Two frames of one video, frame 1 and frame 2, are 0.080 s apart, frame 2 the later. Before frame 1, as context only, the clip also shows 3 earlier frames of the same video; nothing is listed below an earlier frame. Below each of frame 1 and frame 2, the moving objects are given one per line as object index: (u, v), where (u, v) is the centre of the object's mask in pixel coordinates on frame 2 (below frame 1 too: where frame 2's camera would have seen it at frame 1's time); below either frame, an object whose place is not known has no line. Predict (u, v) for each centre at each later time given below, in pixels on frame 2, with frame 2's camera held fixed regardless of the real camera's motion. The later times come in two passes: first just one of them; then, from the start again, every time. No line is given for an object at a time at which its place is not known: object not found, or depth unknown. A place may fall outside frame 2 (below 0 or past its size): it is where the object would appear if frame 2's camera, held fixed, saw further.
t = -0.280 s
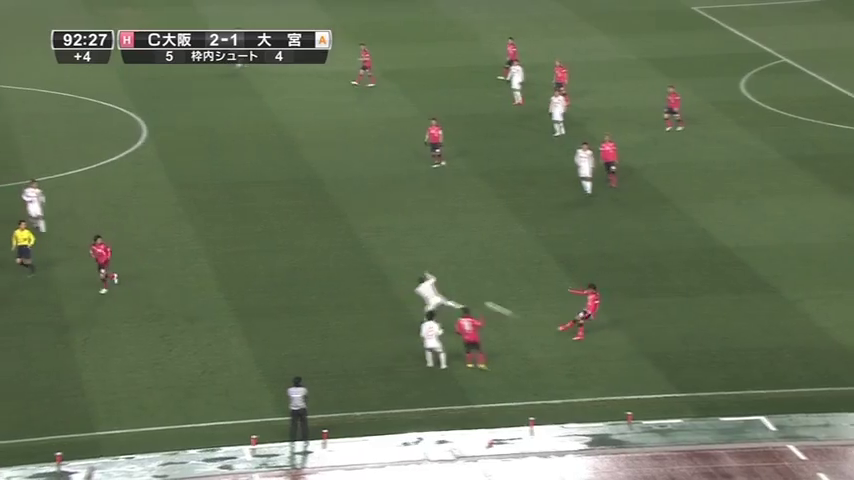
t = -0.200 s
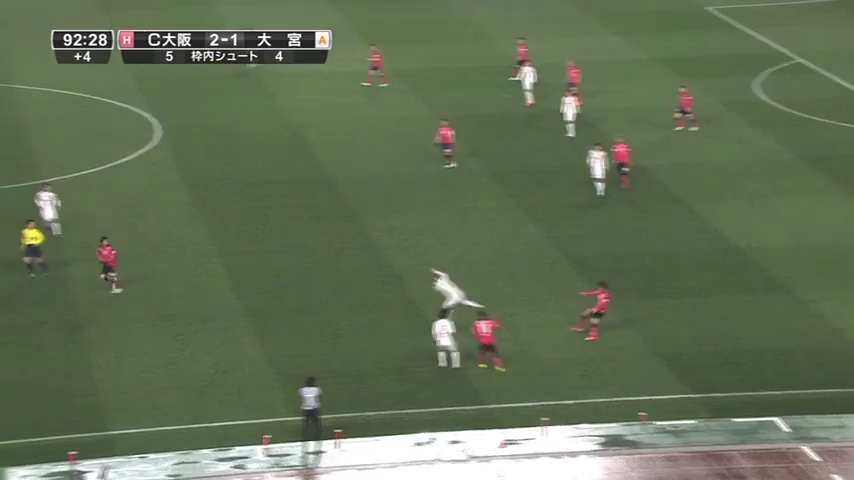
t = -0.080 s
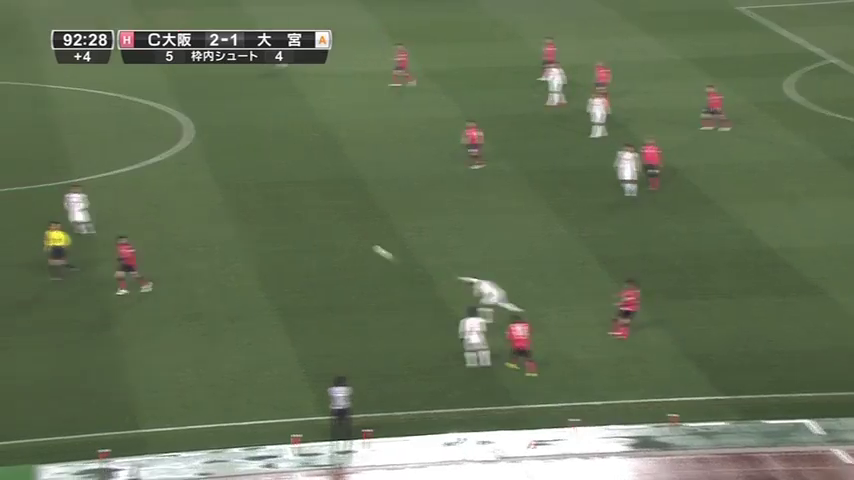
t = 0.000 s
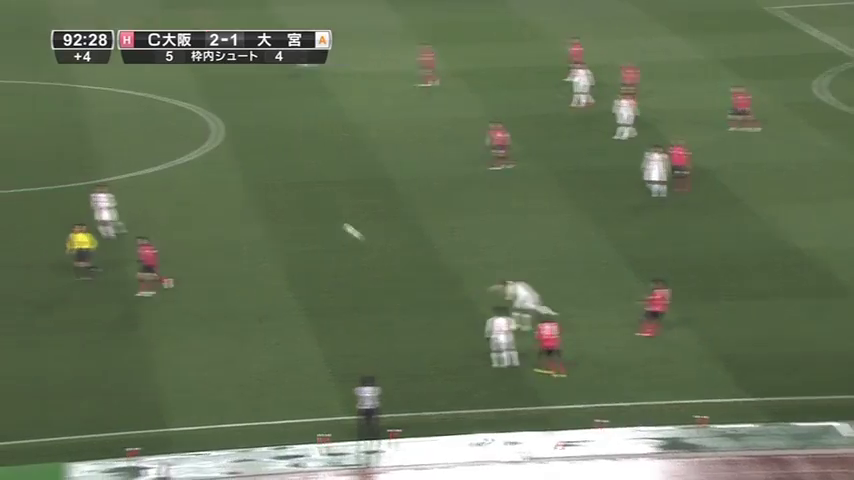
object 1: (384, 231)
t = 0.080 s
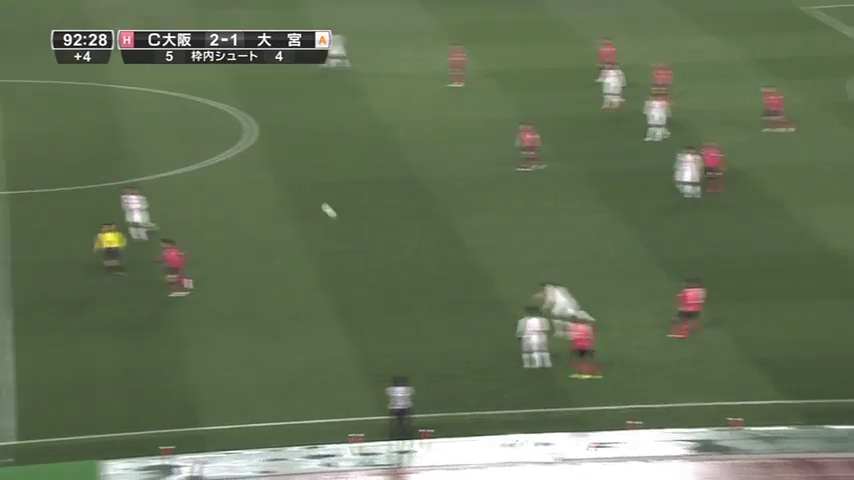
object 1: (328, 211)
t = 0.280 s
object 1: (199, 162)
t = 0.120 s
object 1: (302, 200)
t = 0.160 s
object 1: (276, 191)
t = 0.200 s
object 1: (249, 181)
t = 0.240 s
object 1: (224, 172)
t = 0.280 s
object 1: (199, 162)
